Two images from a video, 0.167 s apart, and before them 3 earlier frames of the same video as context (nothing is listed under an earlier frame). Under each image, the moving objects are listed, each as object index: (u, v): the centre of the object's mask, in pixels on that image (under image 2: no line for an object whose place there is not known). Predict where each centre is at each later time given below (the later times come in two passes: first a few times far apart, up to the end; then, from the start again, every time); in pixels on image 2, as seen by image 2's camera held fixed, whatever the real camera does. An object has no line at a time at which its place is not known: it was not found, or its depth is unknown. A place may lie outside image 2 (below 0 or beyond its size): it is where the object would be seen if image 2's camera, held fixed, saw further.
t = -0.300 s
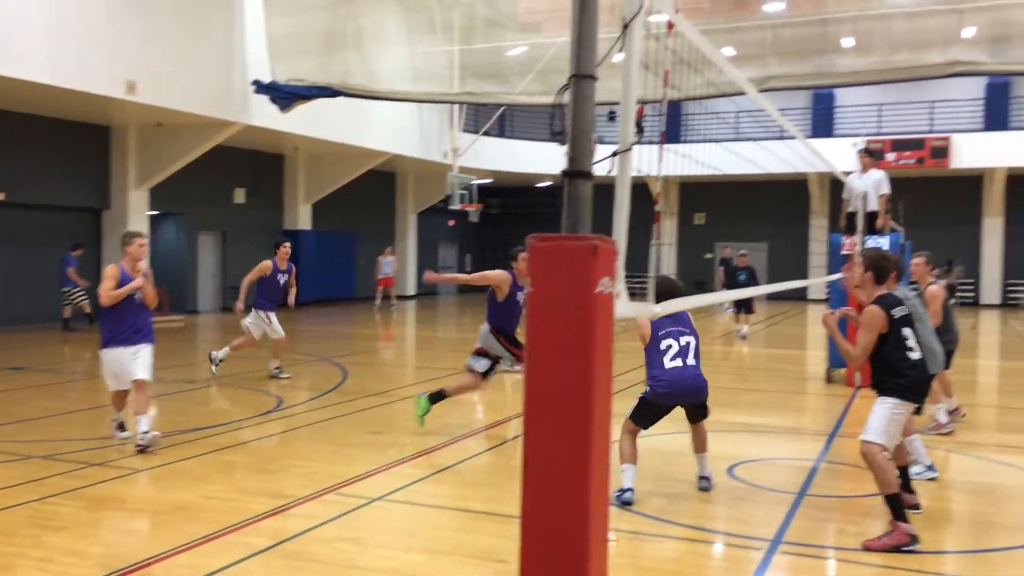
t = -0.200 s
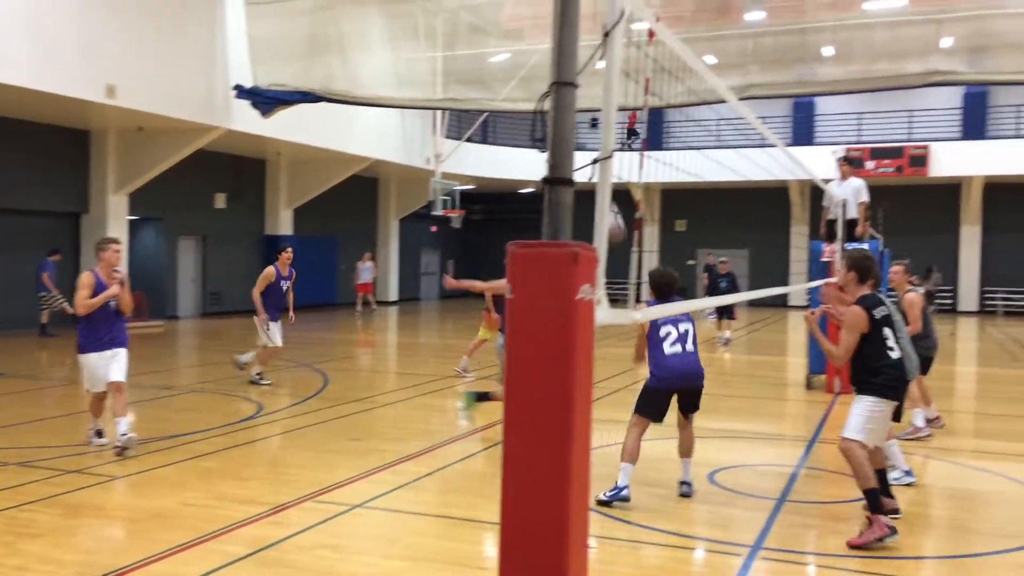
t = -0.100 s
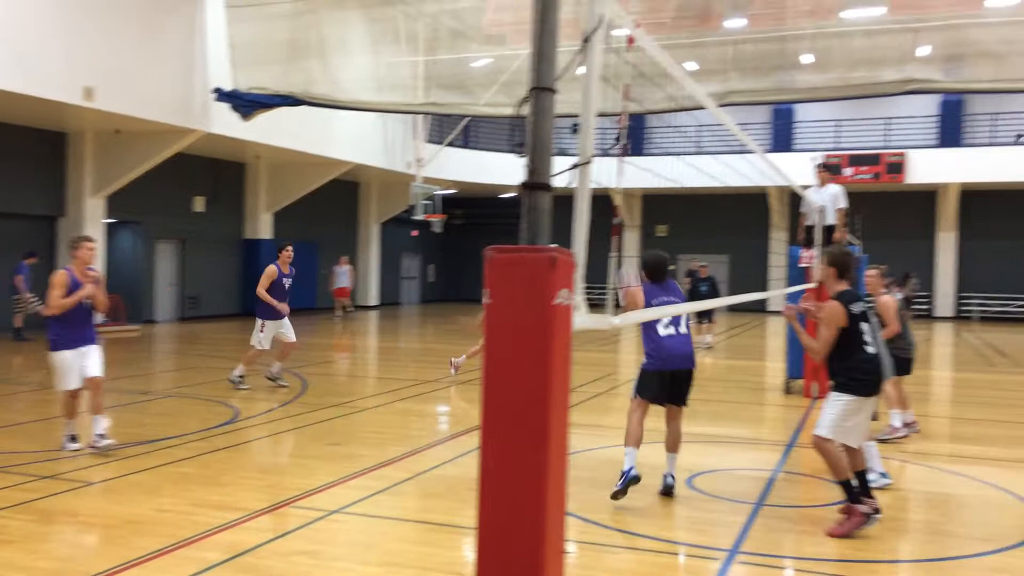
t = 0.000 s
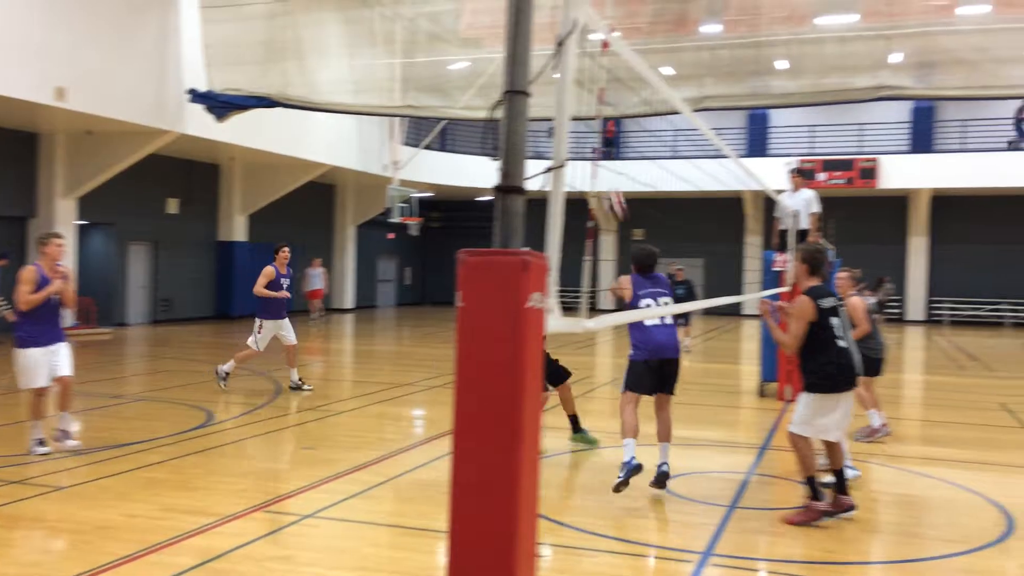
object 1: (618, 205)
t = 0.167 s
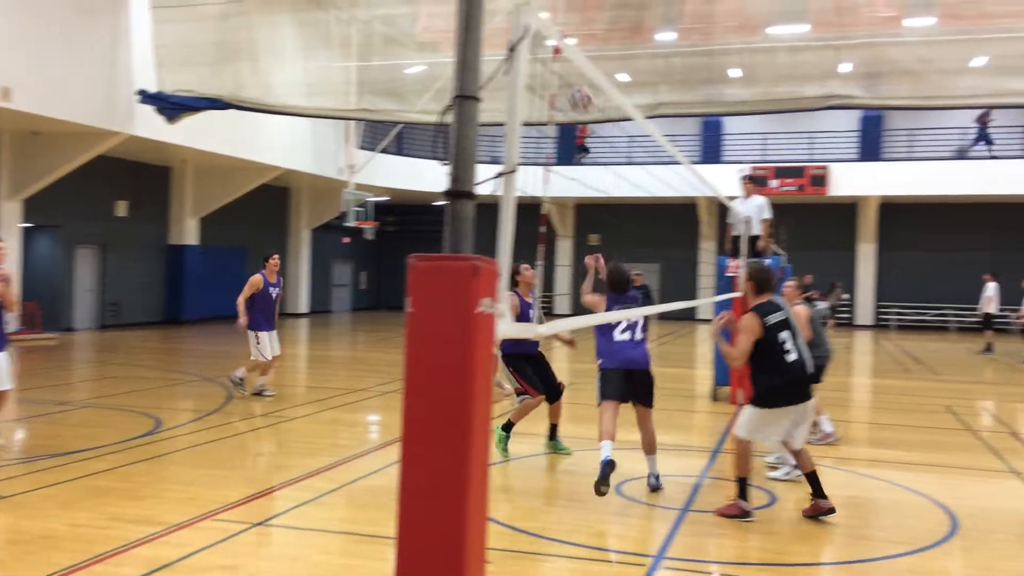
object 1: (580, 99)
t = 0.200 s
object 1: (582, 84)
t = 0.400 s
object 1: (594, 19)
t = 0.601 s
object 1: (602, 4)
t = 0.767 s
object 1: (607, 20)
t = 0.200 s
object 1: (582, 84)
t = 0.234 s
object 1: (581, 75)
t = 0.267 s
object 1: (591, 53)
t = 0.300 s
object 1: (589, 43)
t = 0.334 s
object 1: (591, 34)
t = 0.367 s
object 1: (592, 26)
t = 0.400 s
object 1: (594, 19)
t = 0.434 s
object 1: (595, 13)
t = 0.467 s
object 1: (597, 9)
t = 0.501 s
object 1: (599, 5)
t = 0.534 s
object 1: (600, 4)
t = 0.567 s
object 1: (602, 3)
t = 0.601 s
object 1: (602, 4)
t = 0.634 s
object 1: (604, 5)
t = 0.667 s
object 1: (606, 7)
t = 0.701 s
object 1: (607, 10)
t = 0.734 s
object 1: (607, 15)
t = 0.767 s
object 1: (607, 20)
